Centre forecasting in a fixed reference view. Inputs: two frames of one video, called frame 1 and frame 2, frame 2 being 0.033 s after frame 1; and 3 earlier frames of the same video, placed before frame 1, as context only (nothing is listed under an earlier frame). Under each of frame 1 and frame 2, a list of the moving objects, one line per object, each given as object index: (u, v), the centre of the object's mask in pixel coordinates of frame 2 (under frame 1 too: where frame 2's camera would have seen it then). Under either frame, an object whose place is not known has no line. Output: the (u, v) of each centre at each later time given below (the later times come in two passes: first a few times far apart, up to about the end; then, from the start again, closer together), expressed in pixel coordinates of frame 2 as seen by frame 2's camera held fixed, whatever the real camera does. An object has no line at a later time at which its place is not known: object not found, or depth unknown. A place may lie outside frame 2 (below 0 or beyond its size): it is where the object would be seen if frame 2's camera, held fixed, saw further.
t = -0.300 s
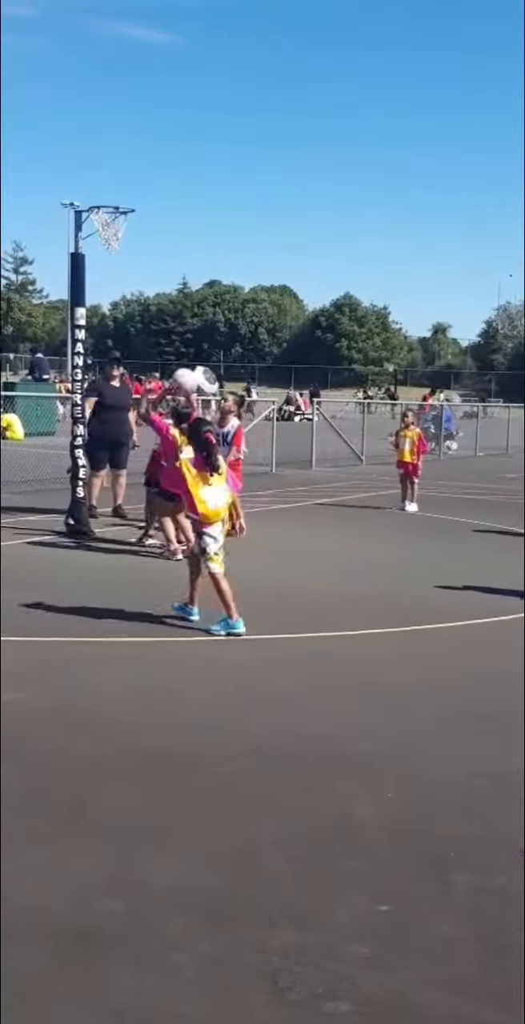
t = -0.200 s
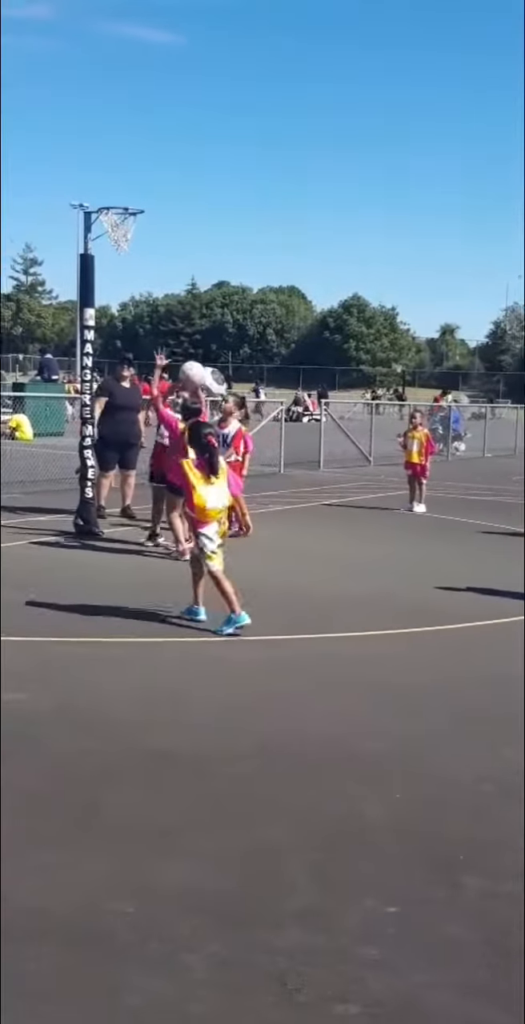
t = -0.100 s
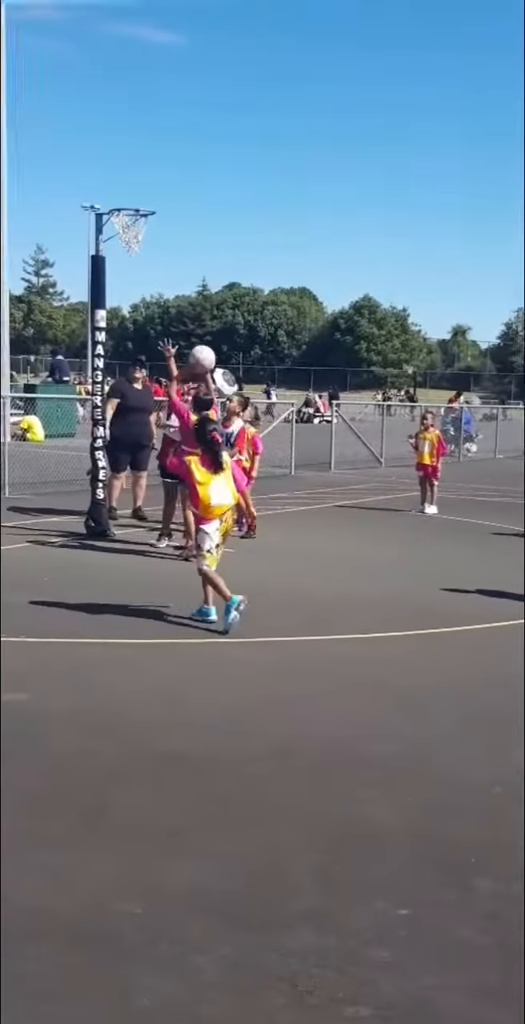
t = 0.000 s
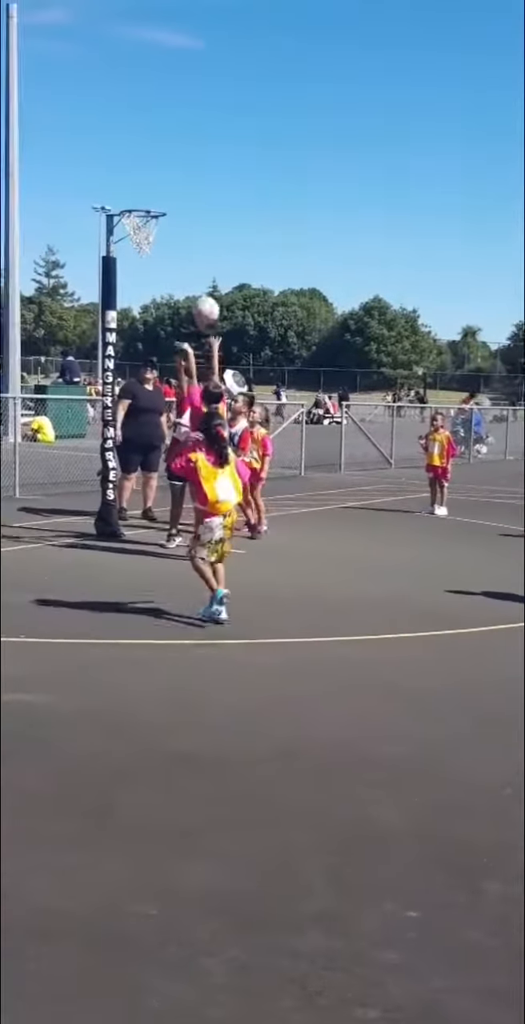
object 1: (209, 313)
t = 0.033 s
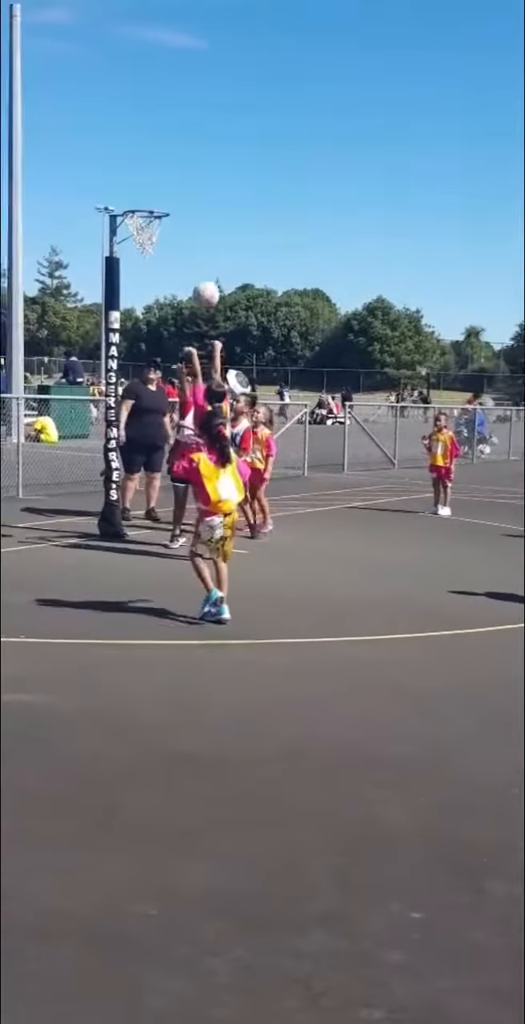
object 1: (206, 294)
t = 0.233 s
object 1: (188, 226)
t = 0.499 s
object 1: (166, 211)
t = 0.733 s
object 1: (190, 266)
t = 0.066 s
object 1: (203, 279)
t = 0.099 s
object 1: (200, 265)
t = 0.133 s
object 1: (196, 253)
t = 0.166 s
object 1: (194, 242)
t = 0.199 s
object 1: (191, 234)
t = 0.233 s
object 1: (188, 226)
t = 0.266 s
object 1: (186, 219)
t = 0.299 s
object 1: (182, 214)
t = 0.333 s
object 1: (180, 211)
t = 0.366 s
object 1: (177, 208)
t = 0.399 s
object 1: (174, 207)
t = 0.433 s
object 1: (171, 207)
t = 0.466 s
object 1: (169, 208)
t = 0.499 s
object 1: (166, 211)
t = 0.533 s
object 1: (170, 215)
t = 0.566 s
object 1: (173, 221)
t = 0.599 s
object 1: (176, 227)
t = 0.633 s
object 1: (180, 235)
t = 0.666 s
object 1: (183, 244)
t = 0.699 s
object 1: (187, 255)
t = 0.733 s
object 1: (190, 266)
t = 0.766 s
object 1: (194, 280)
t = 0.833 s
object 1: (200, 309)
